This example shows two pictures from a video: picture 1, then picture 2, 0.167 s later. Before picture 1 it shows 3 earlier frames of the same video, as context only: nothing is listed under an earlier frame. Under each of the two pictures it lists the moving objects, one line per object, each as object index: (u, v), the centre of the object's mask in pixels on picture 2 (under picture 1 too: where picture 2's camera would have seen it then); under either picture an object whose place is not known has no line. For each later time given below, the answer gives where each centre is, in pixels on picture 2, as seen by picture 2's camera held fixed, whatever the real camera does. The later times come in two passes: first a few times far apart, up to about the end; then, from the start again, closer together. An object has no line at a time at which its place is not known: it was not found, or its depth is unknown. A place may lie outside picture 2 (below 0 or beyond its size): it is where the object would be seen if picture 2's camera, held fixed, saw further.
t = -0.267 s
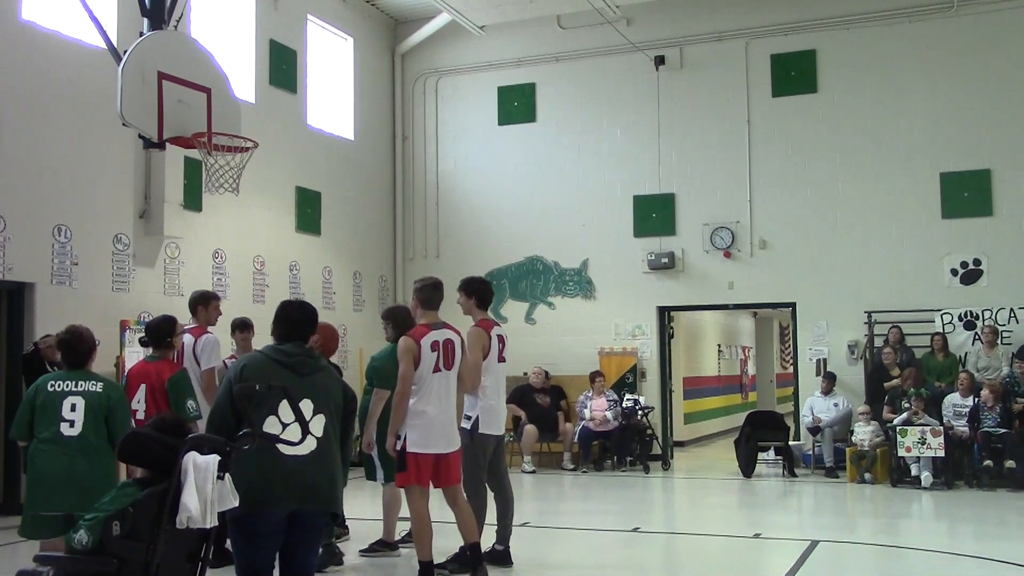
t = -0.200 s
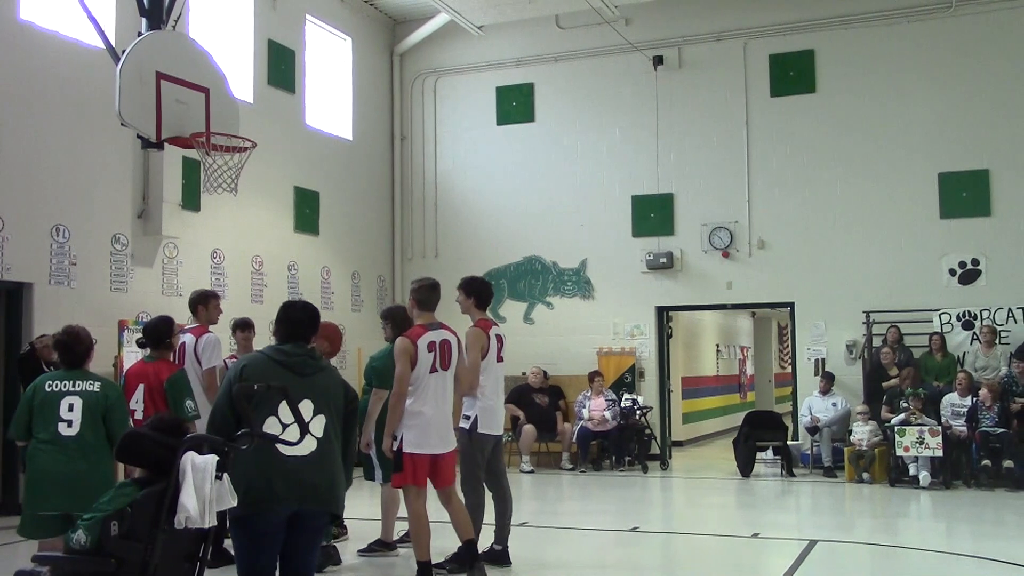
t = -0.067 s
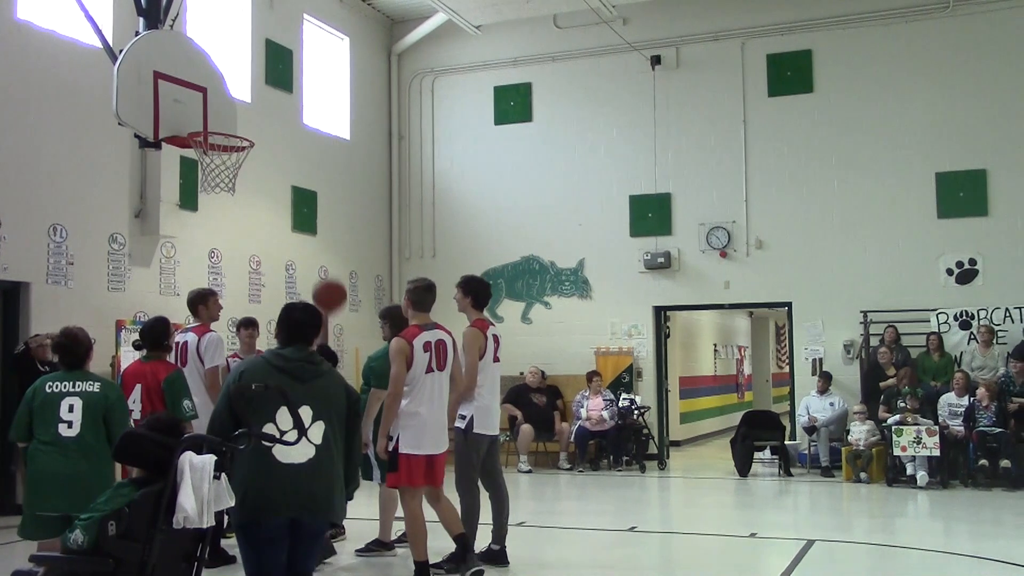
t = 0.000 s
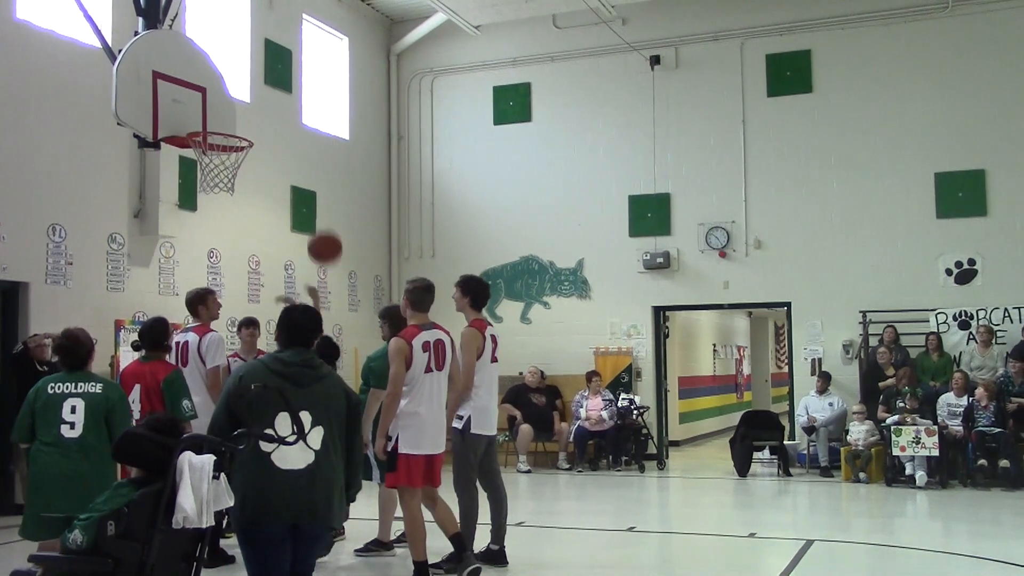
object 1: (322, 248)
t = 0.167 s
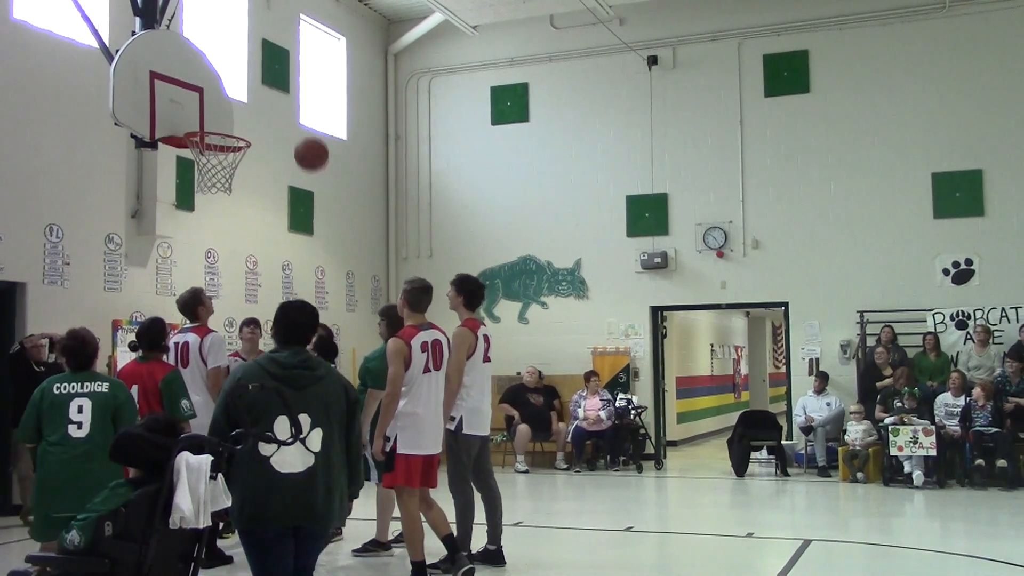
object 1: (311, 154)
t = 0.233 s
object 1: (307, 129)
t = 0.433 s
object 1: (293, 86)
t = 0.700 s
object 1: (277, 114)
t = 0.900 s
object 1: (264, 196)
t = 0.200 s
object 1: (309, 141)
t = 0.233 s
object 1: (307, 129)
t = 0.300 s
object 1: (302, 108)
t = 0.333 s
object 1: (300, 100)
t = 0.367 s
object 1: (297, 94)
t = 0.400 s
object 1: (295, 89)
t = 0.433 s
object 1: (293, 86)
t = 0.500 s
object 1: (289, 85)
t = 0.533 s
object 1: (287, 86)
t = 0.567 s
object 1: (285, 88)
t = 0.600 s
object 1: (283, 93)
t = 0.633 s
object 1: (281, 98)
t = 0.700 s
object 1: (277, 114)
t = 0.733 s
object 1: (275, 124)
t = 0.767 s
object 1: (273, 136)
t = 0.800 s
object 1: (271, 148)
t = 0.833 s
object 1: (268, 163)
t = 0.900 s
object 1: (264, 196)
